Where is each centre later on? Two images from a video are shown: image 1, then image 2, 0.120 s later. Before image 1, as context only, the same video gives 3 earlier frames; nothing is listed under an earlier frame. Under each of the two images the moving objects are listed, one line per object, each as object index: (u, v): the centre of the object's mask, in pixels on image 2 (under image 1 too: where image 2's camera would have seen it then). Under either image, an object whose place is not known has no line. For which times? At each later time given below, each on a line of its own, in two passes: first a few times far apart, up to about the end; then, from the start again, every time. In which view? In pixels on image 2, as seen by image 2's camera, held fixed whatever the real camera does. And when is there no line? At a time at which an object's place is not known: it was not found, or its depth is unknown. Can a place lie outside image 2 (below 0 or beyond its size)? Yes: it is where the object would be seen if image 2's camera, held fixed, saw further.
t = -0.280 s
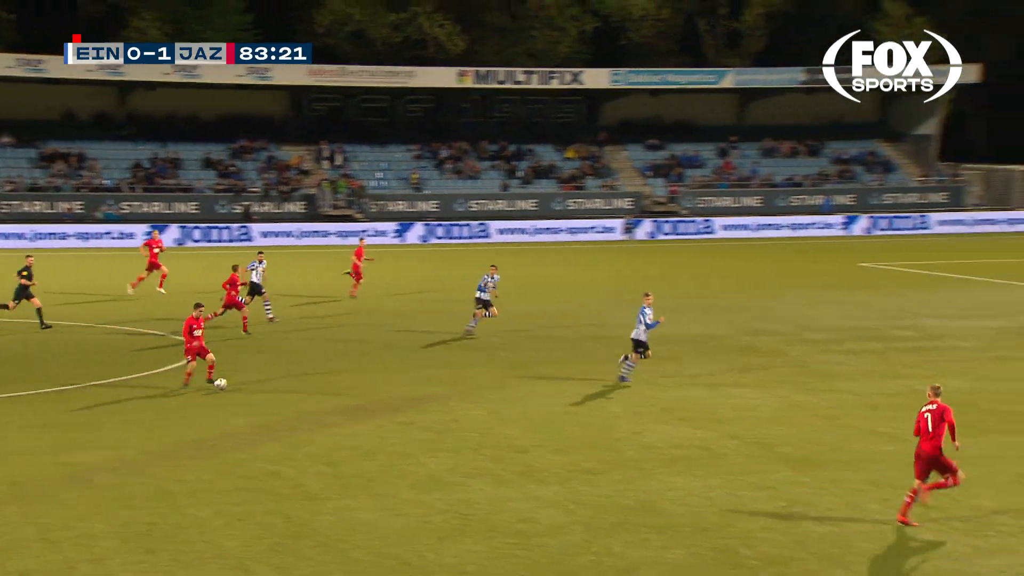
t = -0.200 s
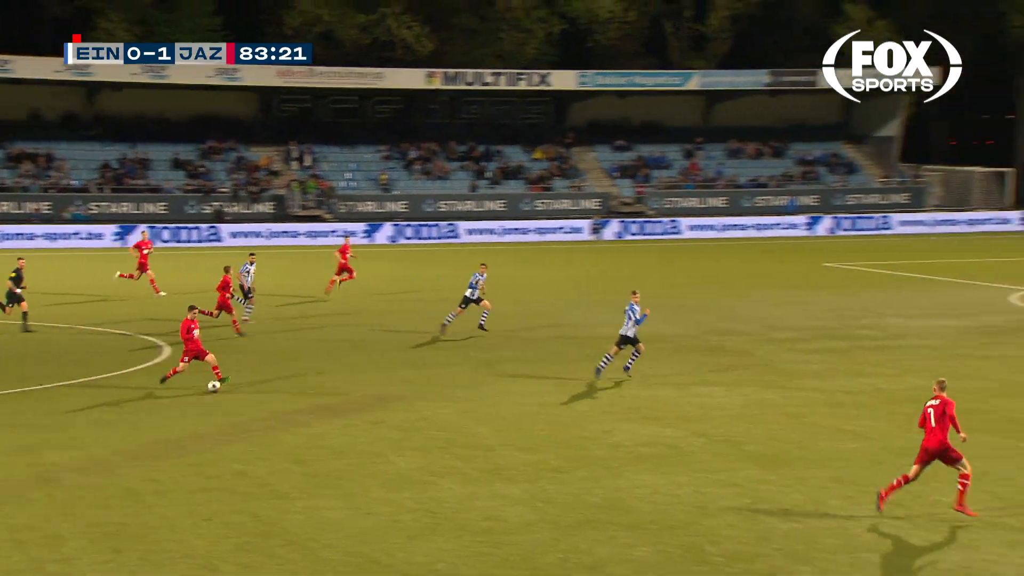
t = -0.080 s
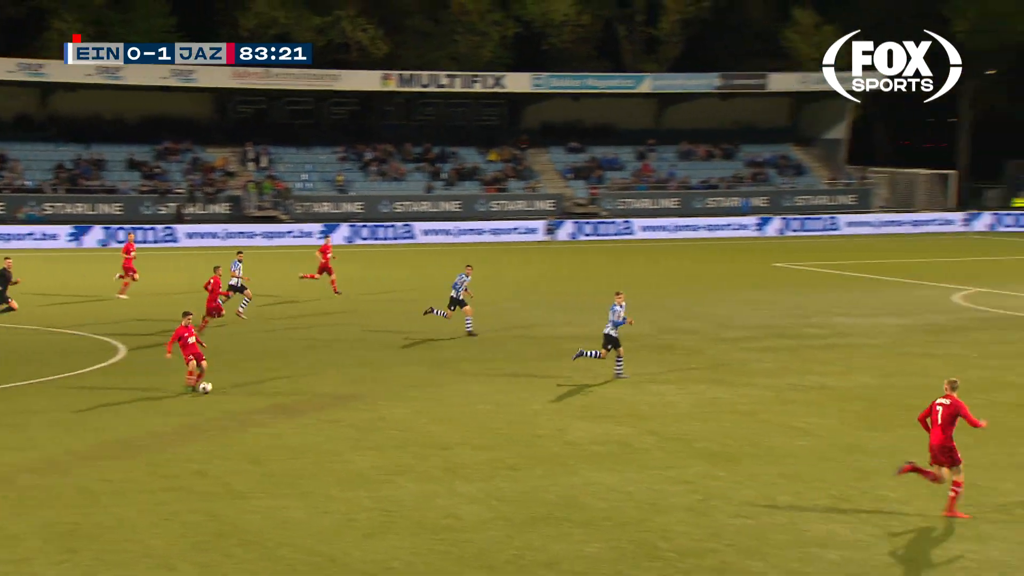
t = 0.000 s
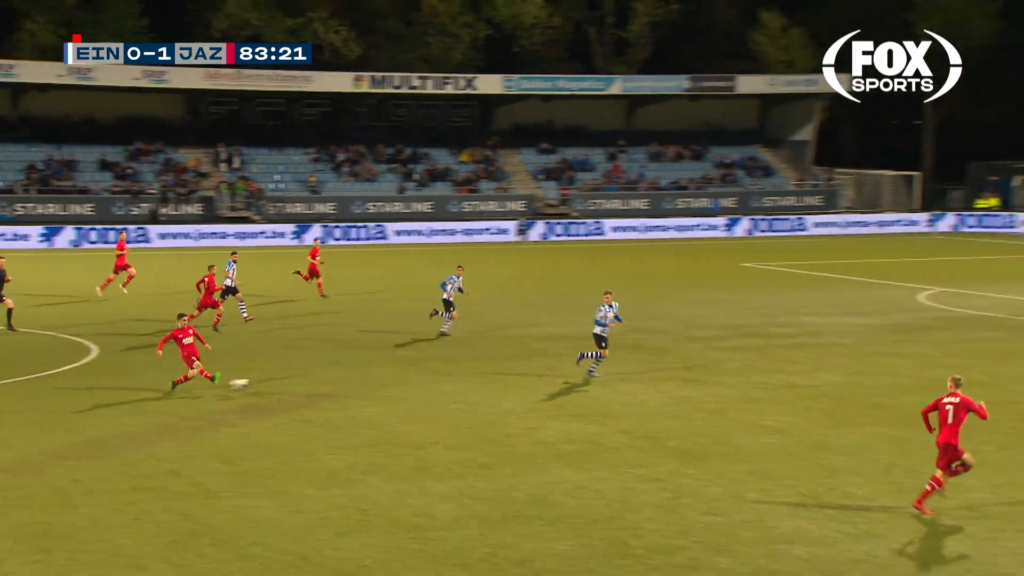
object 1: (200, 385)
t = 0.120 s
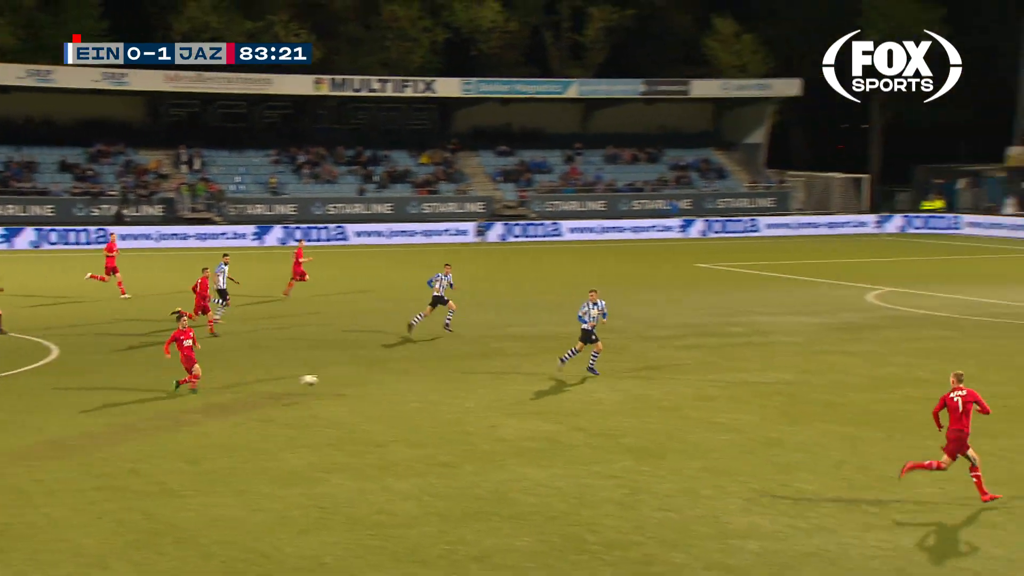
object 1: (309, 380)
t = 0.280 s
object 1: (448, 392)
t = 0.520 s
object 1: (635, 396)
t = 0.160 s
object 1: (344, 381)
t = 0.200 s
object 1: (378, 383)
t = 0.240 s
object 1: (414, 387)
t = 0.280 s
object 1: (448, 392)
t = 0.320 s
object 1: (482, 398)
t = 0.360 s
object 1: (513, 399)
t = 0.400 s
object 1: (544, 396)
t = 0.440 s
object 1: (574, 395)
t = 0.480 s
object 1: (605, 395)
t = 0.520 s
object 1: (635, 396)
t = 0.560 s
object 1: (664, 398)
